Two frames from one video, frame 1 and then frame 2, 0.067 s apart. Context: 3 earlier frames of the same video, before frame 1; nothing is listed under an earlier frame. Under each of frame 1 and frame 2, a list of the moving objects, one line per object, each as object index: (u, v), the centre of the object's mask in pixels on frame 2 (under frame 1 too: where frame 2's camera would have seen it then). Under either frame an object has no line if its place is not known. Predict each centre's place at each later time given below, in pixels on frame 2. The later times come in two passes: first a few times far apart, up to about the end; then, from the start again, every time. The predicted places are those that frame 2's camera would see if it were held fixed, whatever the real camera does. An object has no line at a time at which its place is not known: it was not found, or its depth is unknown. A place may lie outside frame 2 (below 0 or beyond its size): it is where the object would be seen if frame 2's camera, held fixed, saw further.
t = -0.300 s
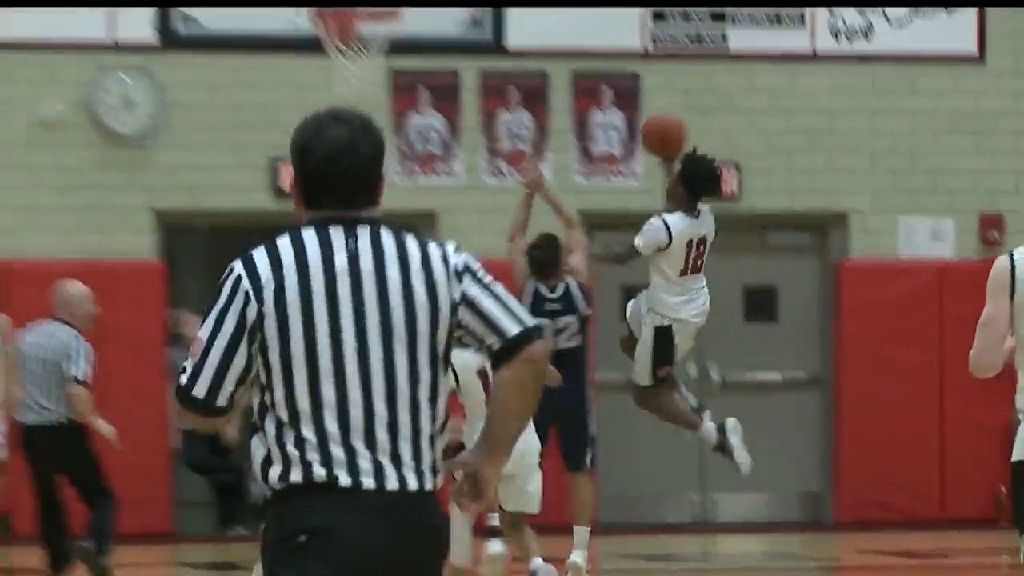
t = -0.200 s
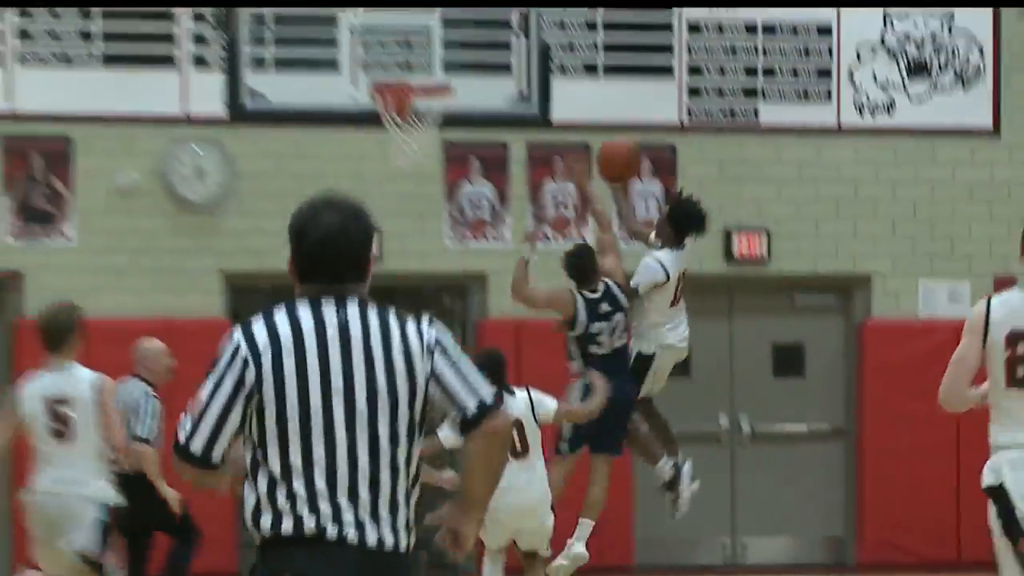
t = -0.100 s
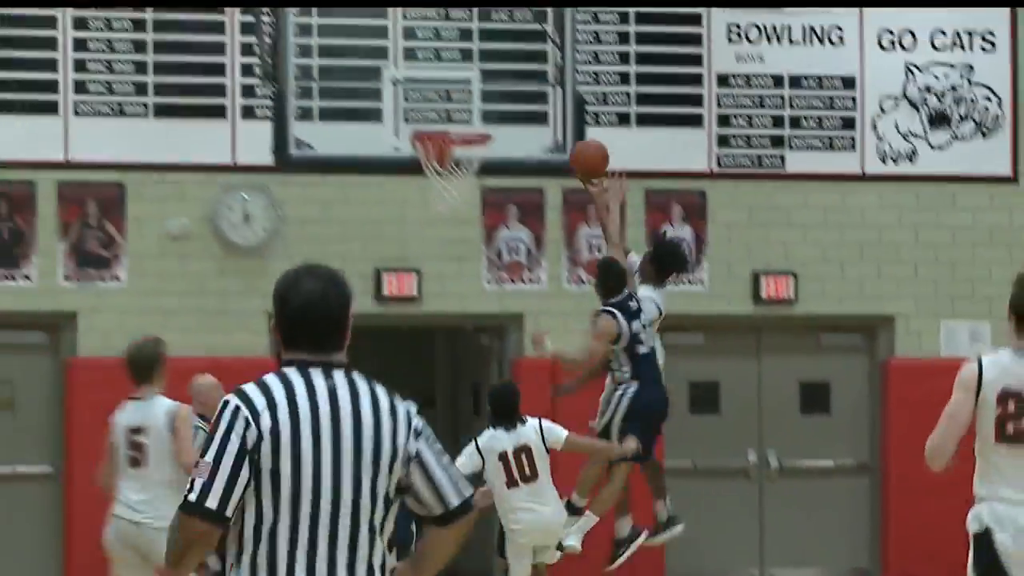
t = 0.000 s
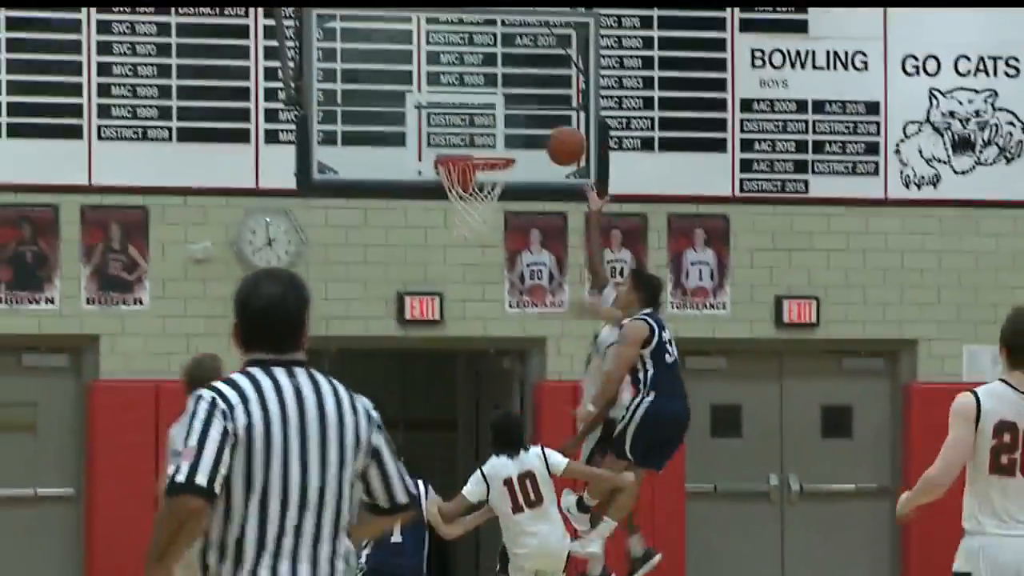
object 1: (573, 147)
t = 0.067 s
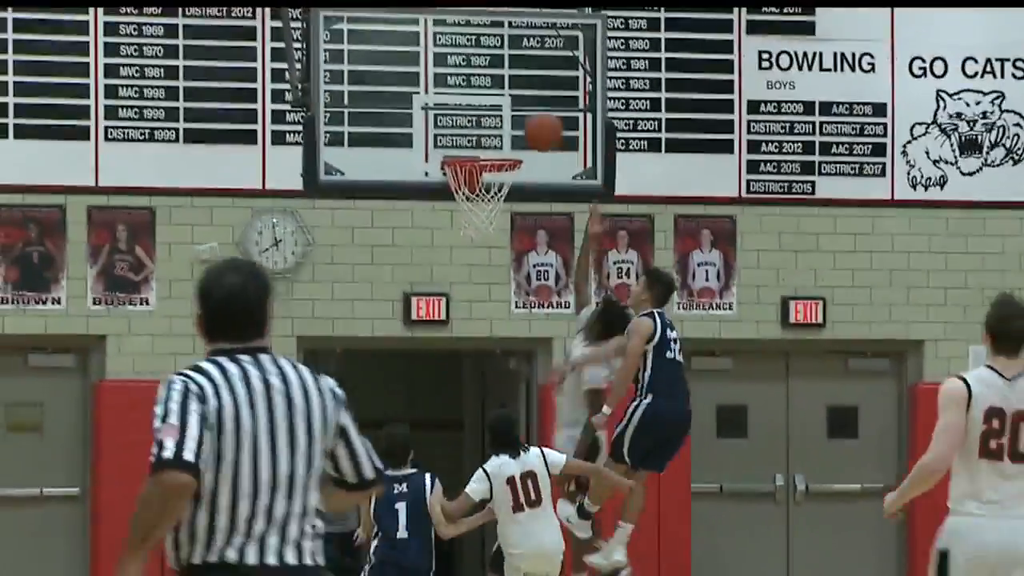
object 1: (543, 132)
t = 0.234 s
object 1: (498, 119)
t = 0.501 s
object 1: (487, 169)
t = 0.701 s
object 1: (501, 195)
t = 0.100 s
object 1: (528, 129)
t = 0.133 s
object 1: (514, 124)
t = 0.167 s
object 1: (506, 121)
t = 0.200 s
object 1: (502, 120)
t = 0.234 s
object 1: (498, 119)
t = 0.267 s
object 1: (494, 122)
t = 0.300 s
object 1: (490, 125)
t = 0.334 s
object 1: (486, 131)
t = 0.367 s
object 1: (481, 139)
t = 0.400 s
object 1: (478, 145)
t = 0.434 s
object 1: (476, 151)
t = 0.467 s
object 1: (481, 152)
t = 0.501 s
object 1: (487, 169)
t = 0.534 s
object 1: (481, 178)
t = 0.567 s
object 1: (497, 180)
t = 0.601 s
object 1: (499, 179)
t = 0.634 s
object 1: (501, 192)
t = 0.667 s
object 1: (502, 194)
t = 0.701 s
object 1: (501, 195)
